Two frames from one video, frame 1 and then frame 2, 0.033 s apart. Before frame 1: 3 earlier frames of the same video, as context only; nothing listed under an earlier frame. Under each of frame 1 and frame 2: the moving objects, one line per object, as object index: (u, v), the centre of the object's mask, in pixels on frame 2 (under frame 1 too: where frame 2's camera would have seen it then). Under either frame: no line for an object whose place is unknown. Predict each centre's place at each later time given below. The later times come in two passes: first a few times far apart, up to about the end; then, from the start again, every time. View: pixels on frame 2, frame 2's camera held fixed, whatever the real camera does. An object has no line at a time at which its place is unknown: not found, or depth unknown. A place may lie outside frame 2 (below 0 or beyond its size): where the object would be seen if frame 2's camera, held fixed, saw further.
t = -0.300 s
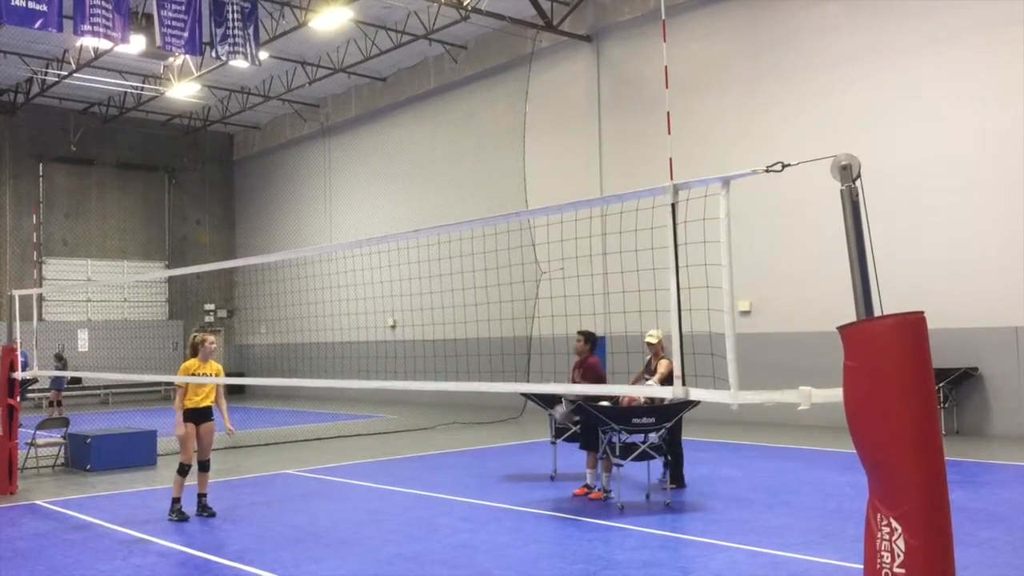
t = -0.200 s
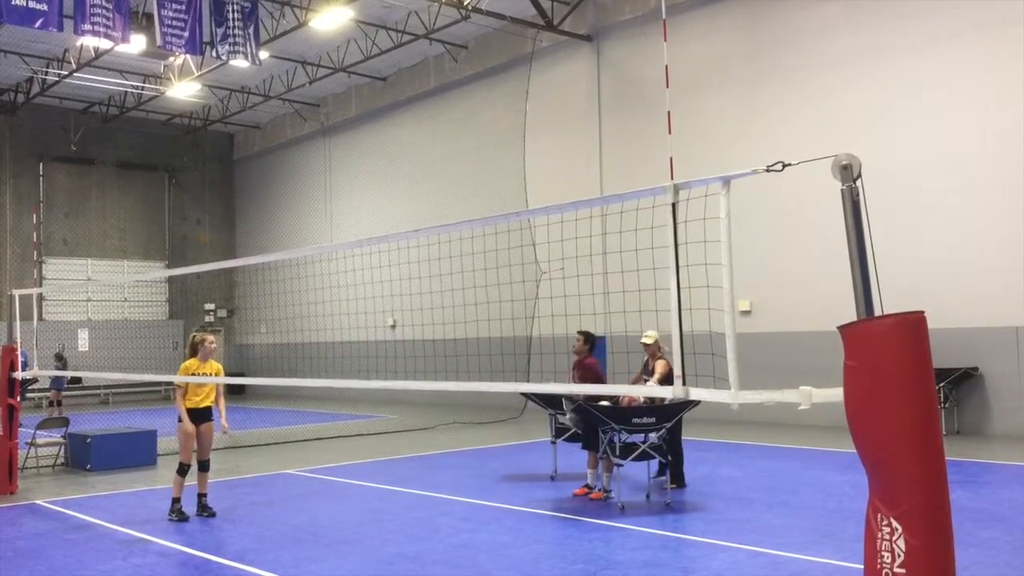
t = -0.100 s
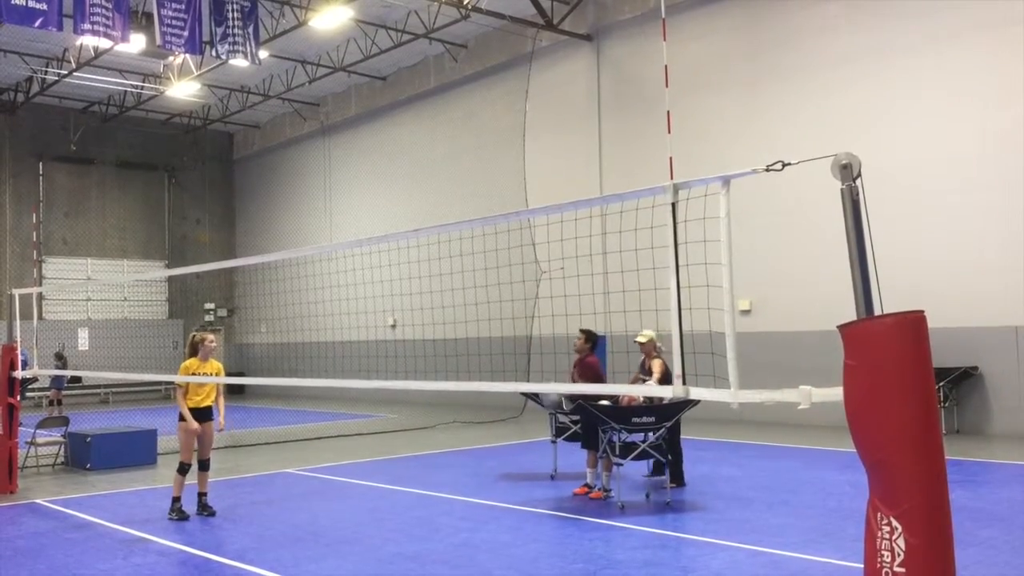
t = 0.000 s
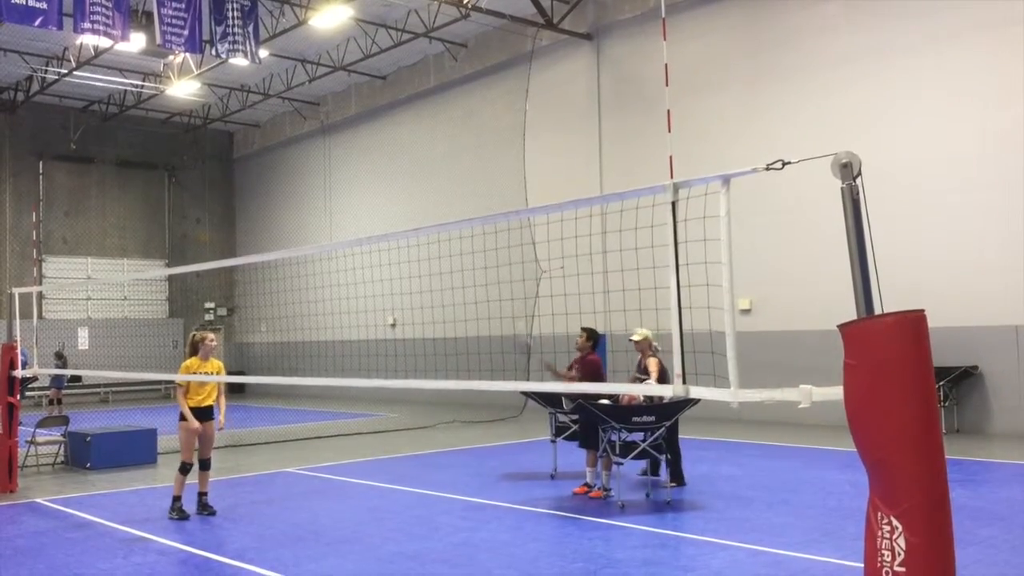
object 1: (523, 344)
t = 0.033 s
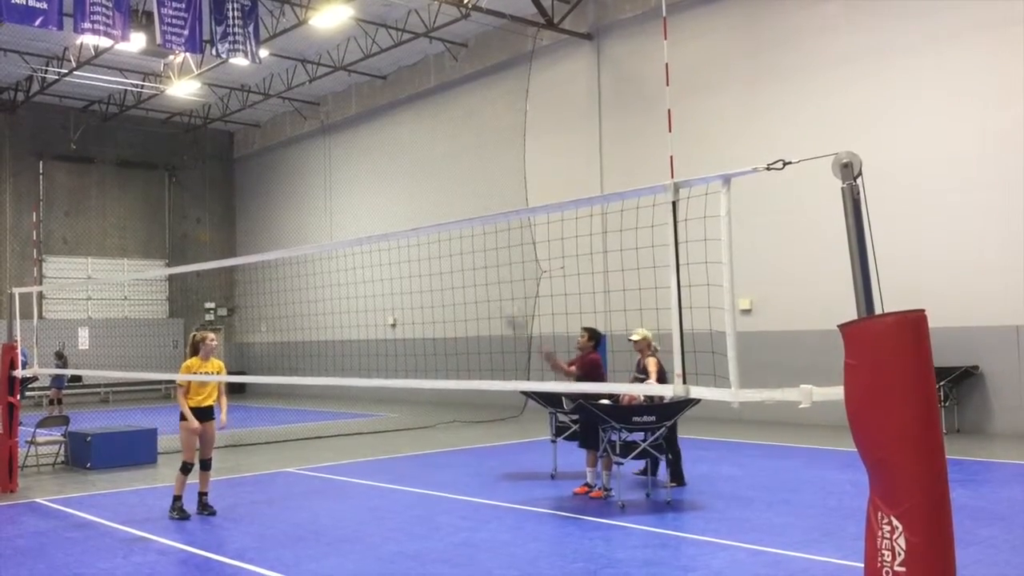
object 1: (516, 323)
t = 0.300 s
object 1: (449, 202)
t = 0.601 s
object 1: (377, 157)
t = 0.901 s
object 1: (305, 199)
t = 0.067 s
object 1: (505, 303)
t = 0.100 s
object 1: (499, 287)
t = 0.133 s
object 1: (491, 271)
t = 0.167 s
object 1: (482, 255)
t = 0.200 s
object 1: (474, 242)
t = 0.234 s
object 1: (466, 232)
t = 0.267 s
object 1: (457, 212)
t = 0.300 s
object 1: (449, 202)
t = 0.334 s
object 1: (440, 193)
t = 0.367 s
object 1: (432, 182)
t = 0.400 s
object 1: (424, 177)
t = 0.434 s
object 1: (417, 172)
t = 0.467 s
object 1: (409, 167)
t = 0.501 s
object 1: (401, 163)
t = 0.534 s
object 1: (393, 159)
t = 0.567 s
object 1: (385, 157)
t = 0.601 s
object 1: (377, 157)
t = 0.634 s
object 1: (369, 157)
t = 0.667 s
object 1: (361, 159)
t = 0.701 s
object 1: (353, 161)
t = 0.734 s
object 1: (344, 165)
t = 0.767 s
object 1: (337, 169)
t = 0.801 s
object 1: (329, 175)
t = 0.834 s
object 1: (320, 182)
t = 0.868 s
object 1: (313, 190)
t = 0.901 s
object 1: (305, 199)
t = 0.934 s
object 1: (297, 208)
